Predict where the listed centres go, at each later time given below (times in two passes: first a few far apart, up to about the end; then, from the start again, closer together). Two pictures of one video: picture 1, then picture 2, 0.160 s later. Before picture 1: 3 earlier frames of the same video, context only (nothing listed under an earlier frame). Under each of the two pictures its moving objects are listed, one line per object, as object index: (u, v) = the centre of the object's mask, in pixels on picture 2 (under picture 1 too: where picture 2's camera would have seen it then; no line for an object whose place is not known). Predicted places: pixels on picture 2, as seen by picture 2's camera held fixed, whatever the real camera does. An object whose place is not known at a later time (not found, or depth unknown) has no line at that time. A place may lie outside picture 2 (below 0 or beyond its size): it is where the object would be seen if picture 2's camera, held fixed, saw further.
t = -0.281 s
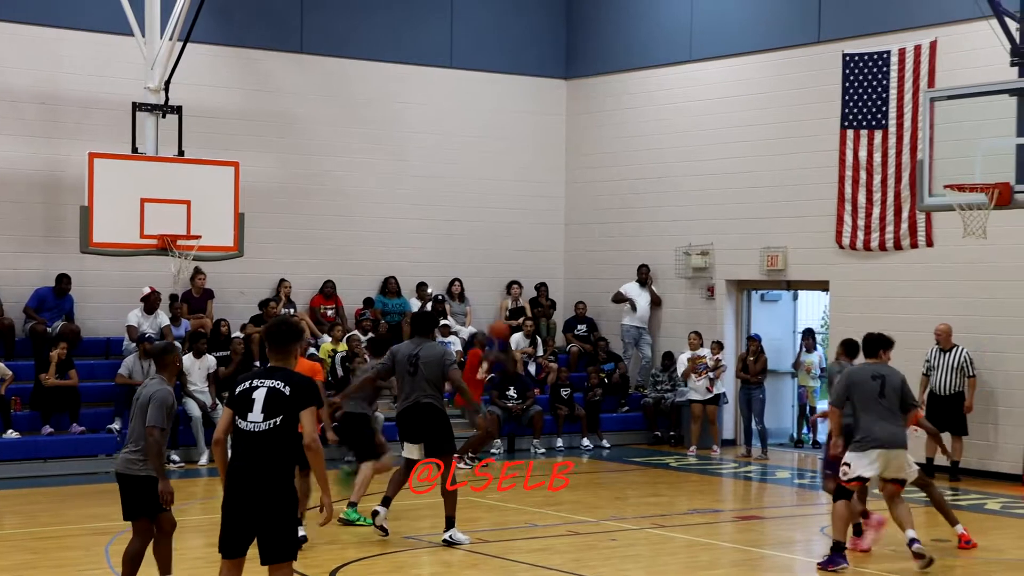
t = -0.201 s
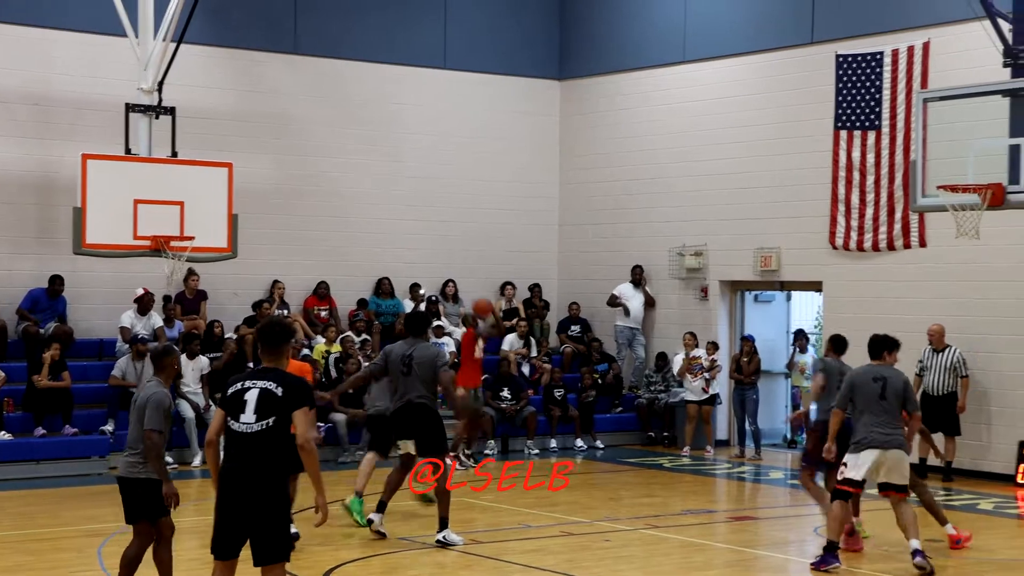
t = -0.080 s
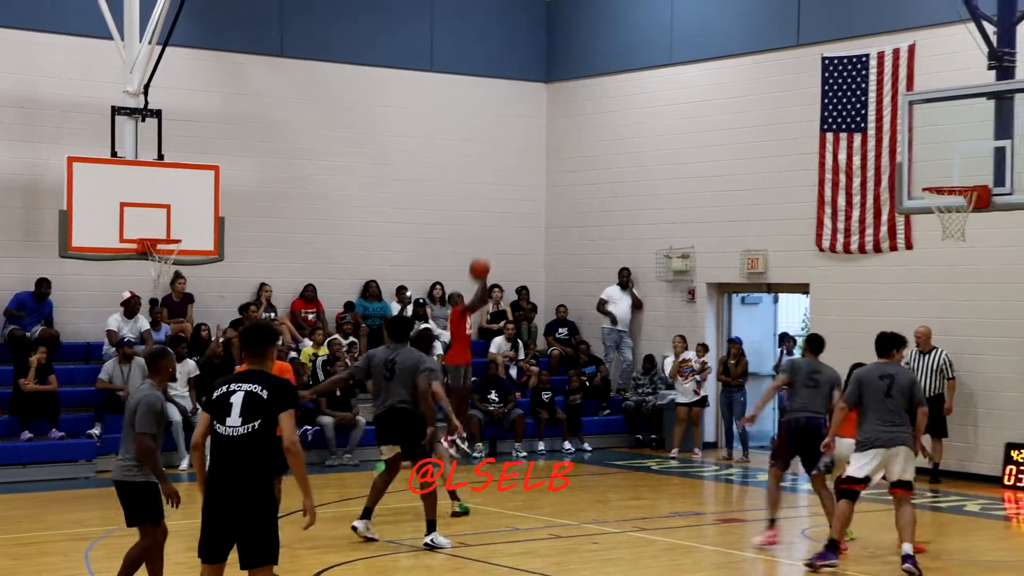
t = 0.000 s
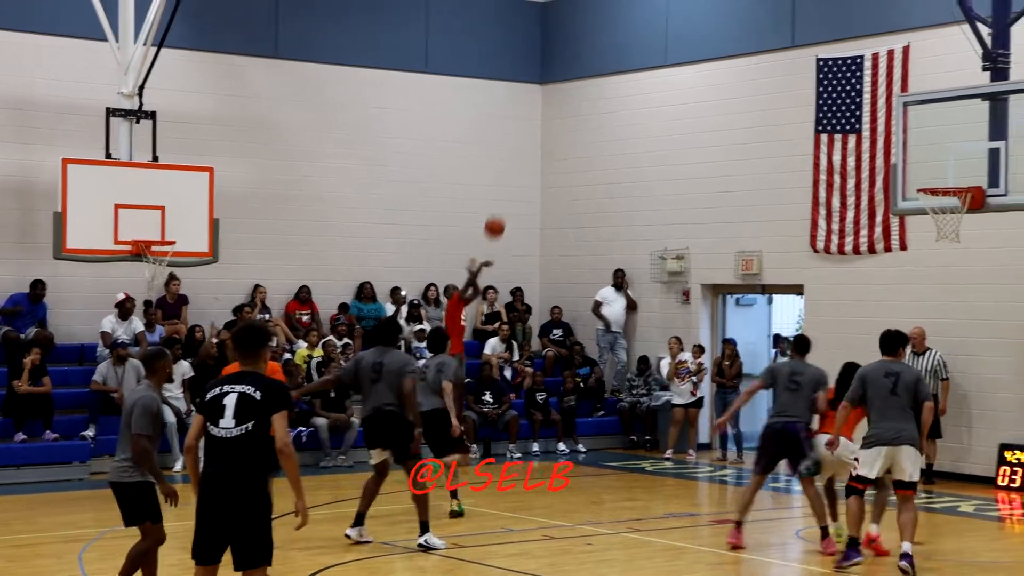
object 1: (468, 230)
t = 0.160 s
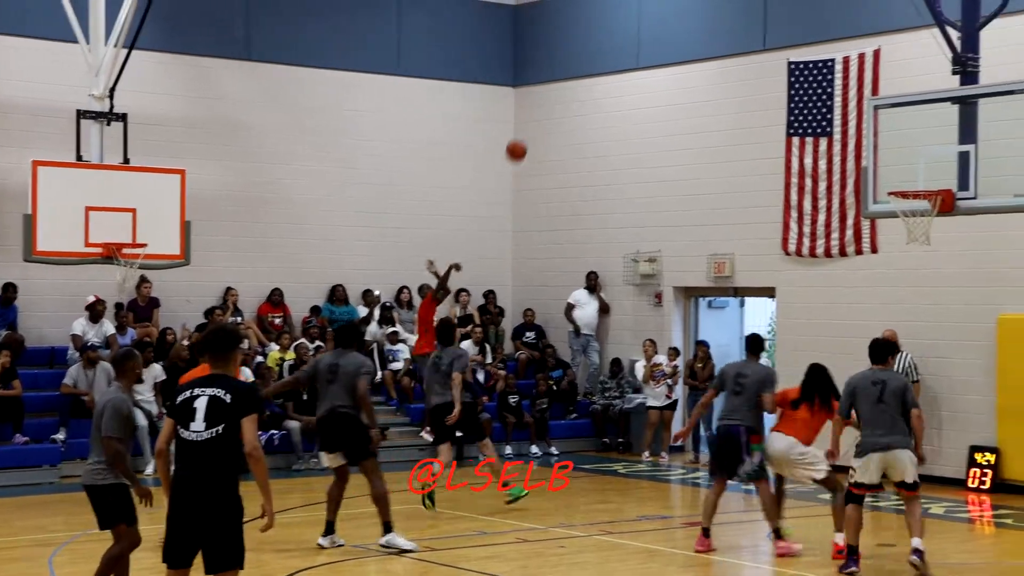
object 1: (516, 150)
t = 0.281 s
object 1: (554, 102)
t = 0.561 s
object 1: (650, 31)
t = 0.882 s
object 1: (772, 37)
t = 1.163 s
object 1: (892, 135)
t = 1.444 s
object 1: (941, 93)
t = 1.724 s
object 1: (958, 41)
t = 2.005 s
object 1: (973, 77)
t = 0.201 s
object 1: (529, 133)
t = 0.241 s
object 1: (542, 117)
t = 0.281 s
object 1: (554, 102)
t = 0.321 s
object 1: (567, 88)
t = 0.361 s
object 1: (581, 75)
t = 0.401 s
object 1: (595, 64)
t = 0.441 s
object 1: (608, 53)
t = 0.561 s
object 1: (650, 31)
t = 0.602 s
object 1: (664, 27)
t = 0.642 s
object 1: (679, 23)
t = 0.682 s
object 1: (693, 21)
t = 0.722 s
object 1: (709, 21)
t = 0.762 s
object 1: (724, 23)
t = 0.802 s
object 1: (740, 26)
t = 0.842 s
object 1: (756, 31)
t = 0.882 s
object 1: (772, 37)
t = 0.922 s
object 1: (787, 44)
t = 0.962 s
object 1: (805, 54)
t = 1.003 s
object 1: (821, 68)
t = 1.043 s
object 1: (838, 80)
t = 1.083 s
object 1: (856, 98)
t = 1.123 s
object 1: (874, 115)
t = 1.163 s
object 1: (892, 135)
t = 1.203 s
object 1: (909, 156)
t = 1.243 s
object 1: (928, 179)
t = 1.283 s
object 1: (931, 162)
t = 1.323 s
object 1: (934, 142)
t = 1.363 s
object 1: (936, 124)
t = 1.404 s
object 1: (939, 108)
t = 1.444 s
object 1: (941, 93)
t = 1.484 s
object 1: (943, 80)
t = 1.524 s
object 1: (946, 69)
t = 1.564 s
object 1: (949, 60)
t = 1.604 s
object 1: (951, 53)
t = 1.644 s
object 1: (953, 47)
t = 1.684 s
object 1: (955, 43)
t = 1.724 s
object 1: (958, 41)
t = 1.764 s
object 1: (959, 41)
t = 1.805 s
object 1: (961, 43)
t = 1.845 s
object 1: (963, 46)
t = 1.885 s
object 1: (966, 52)
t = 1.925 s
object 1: (967, 60)
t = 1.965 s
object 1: (970, 68)
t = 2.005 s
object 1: (973, 77)
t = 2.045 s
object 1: (974, 91)
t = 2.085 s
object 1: (976, 106)
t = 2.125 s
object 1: (979, 121)
